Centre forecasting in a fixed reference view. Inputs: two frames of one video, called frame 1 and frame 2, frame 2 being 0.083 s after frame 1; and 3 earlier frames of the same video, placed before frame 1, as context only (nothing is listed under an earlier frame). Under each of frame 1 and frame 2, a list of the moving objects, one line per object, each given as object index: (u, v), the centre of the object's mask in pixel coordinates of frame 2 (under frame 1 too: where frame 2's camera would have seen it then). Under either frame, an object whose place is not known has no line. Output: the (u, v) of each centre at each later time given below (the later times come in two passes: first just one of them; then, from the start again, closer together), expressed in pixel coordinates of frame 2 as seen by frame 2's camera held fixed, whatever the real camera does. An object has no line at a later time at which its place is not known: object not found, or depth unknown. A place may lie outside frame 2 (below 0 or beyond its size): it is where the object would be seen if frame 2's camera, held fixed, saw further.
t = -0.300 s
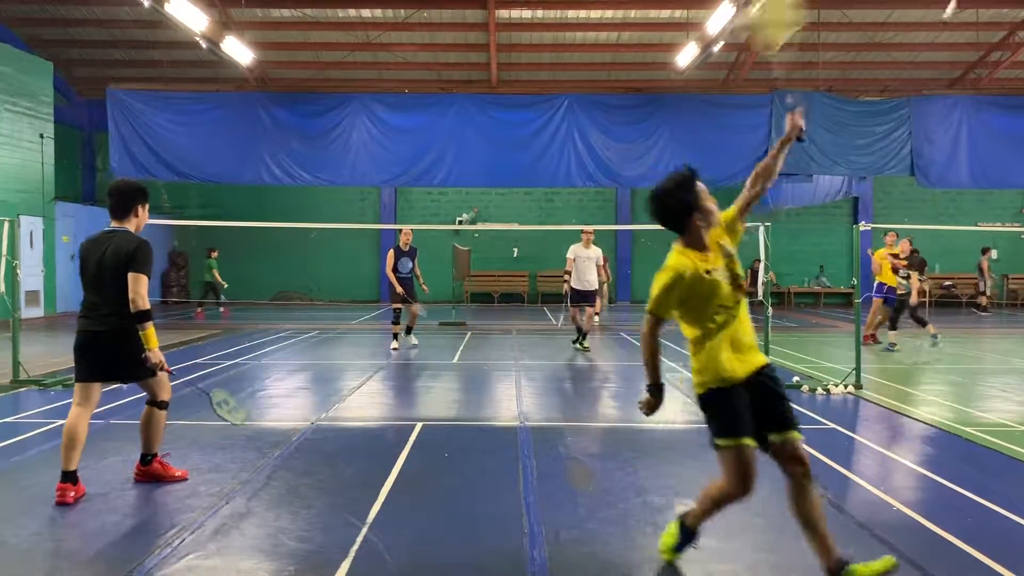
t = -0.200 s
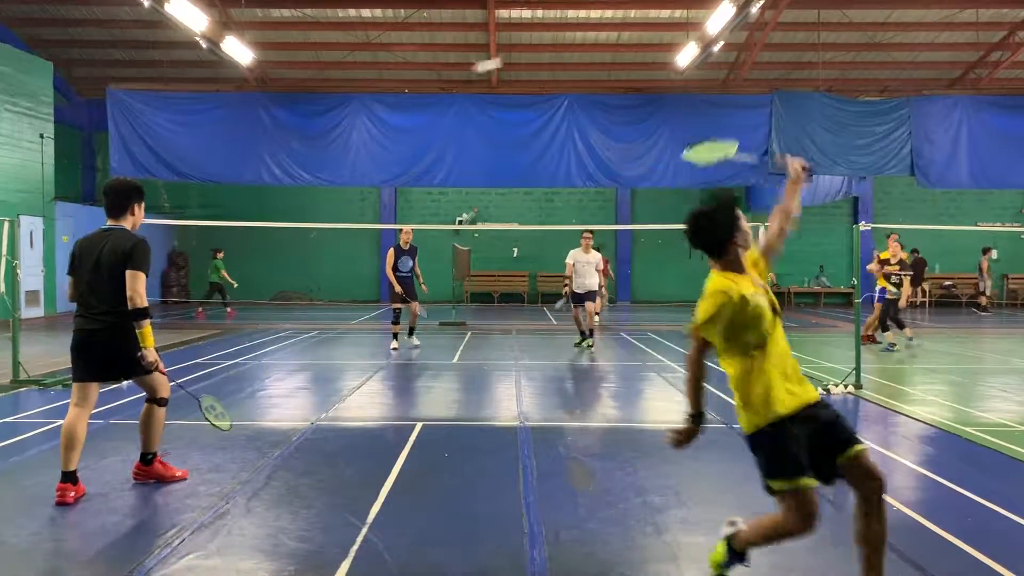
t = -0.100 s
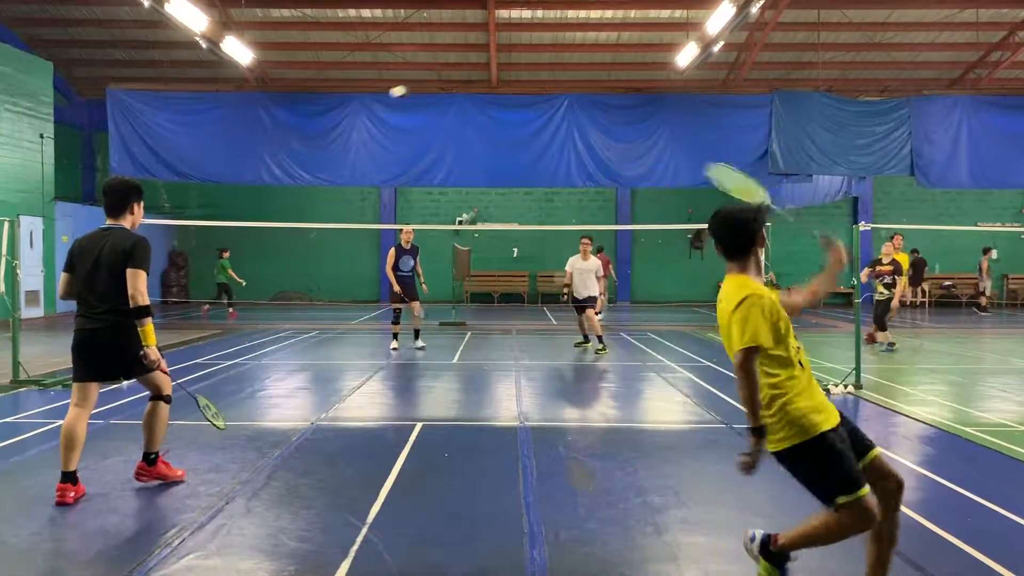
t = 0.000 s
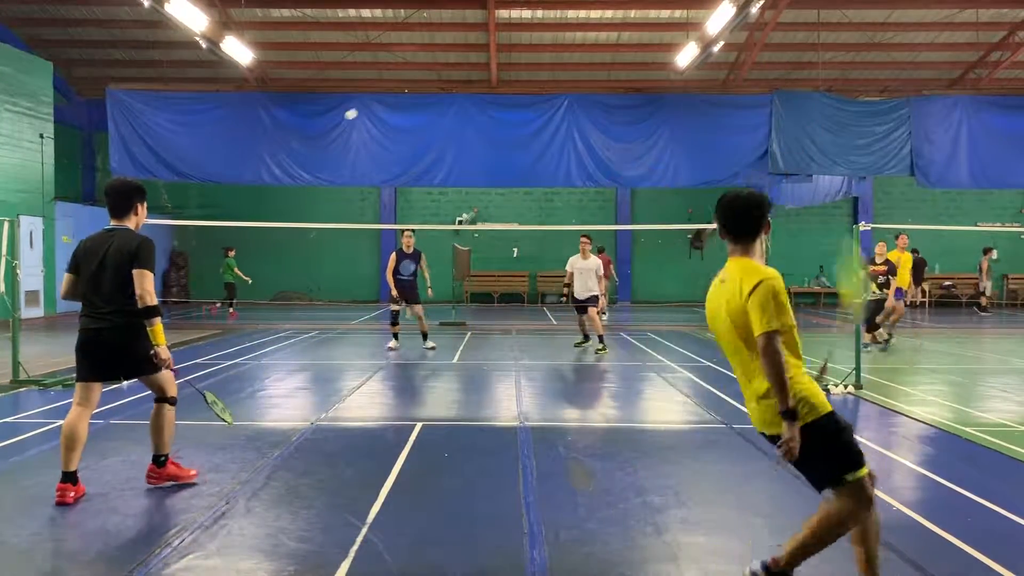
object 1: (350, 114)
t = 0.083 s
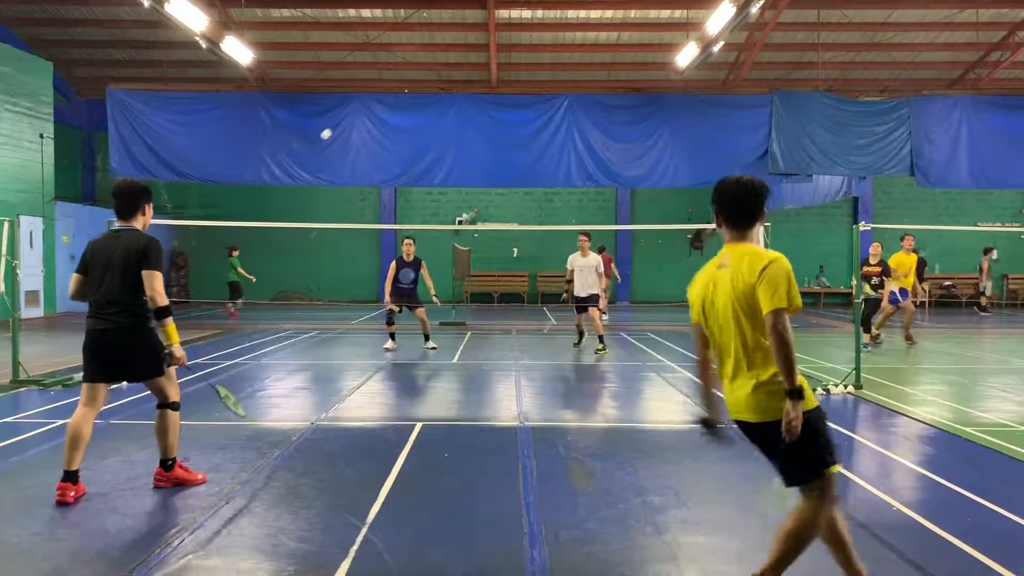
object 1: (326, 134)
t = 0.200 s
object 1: (301, 164)
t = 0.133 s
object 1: (314, 146)
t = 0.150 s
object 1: (311, 150)
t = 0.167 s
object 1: (307, 155)
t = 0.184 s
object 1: (304, 159)
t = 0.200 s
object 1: (301, 164)
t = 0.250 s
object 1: (294, 177)
